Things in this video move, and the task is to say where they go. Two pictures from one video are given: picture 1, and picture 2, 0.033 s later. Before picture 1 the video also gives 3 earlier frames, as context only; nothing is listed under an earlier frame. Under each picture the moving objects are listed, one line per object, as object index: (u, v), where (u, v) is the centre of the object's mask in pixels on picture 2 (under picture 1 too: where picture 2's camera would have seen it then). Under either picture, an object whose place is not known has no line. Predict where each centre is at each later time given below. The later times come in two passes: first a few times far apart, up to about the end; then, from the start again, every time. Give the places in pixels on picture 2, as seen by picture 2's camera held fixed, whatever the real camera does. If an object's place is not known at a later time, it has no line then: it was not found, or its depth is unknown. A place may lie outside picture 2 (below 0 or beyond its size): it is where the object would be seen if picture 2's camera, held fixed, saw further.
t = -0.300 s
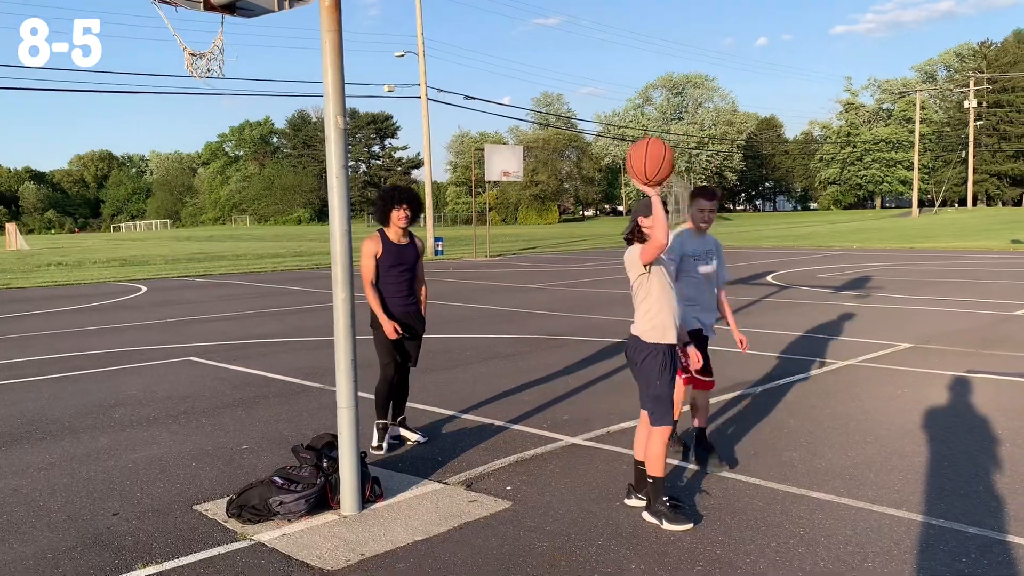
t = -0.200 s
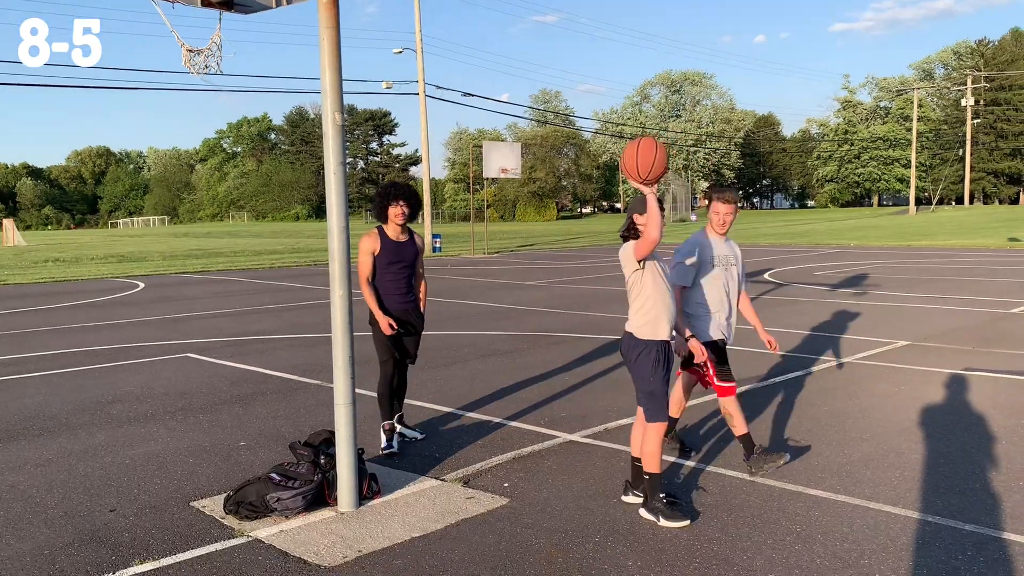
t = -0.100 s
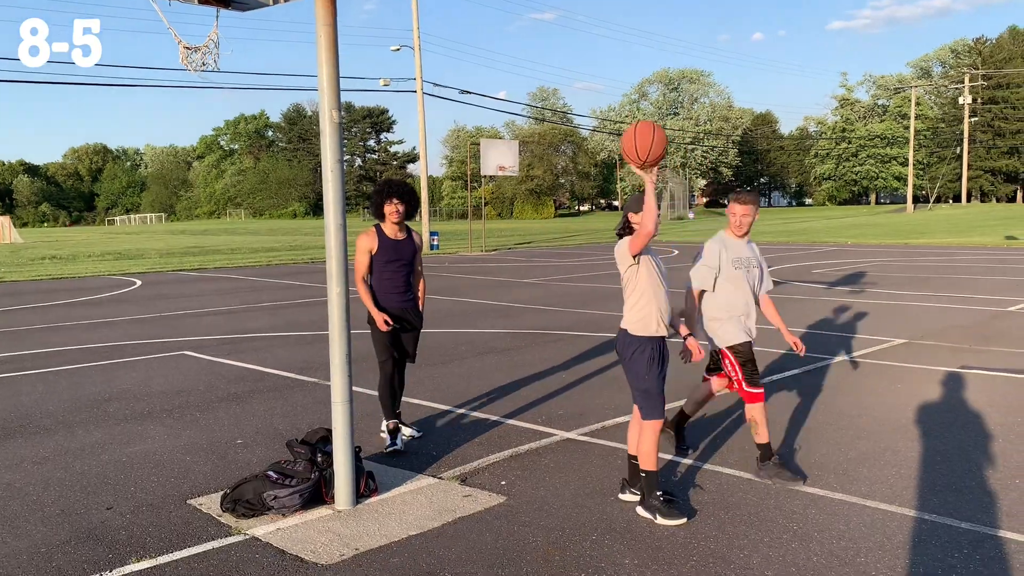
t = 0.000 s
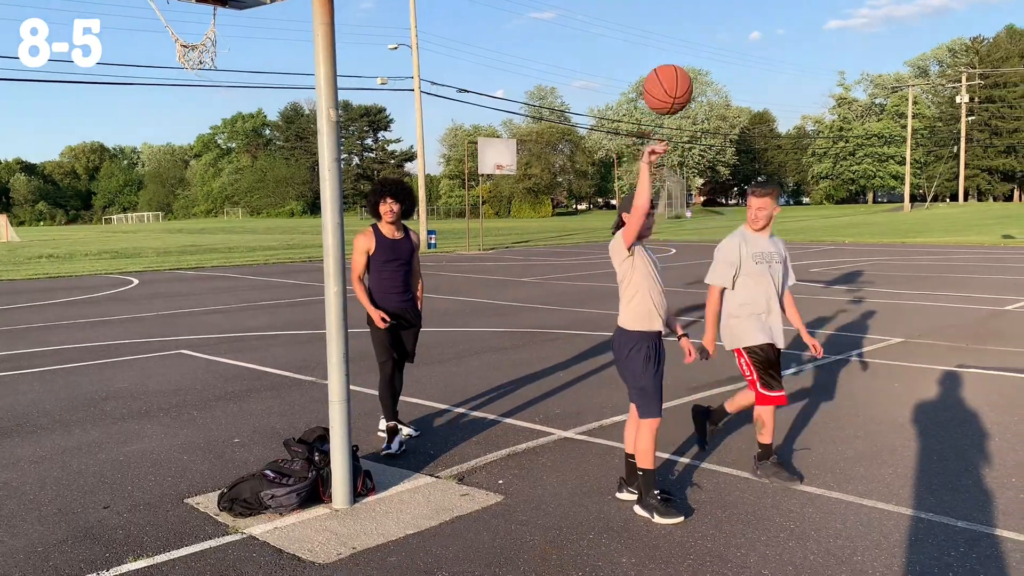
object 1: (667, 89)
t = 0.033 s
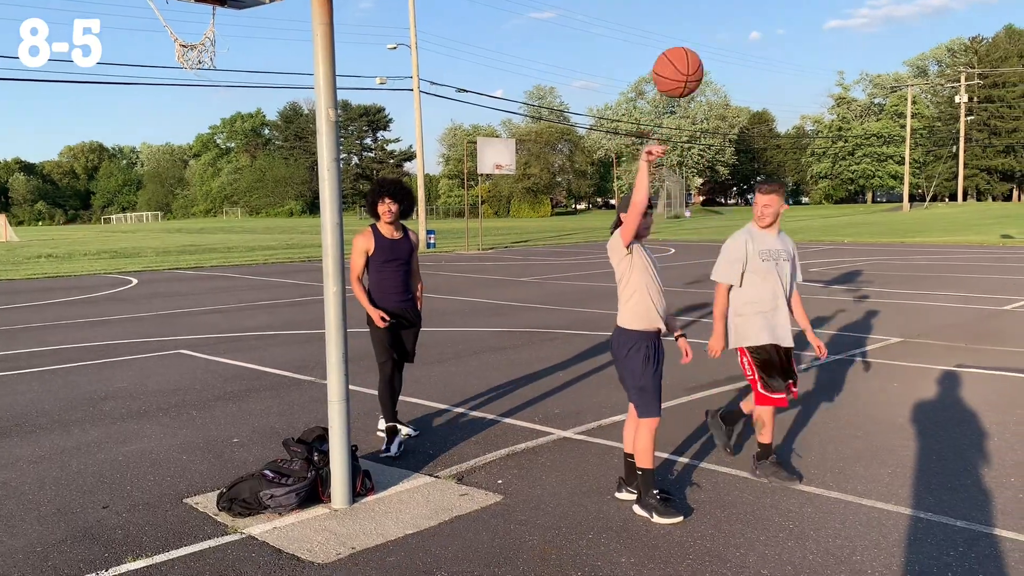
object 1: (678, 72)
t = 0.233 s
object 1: (752, 19)
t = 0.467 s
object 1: (857, 66)
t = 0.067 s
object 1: (689, 58)
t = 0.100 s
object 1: (701, 45)
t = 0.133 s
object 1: (713, 34)
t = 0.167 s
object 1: (726, 26)
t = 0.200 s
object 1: (739, 21)
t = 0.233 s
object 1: (752, 19)
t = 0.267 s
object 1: (766, 19)
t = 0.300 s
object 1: (780, 20)
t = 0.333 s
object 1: (794, 22)
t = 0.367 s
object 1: (809, 27)
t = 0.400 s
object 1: (825, 37)
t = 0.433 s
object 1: (841, 50)
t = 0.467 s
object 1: (857, 66)
